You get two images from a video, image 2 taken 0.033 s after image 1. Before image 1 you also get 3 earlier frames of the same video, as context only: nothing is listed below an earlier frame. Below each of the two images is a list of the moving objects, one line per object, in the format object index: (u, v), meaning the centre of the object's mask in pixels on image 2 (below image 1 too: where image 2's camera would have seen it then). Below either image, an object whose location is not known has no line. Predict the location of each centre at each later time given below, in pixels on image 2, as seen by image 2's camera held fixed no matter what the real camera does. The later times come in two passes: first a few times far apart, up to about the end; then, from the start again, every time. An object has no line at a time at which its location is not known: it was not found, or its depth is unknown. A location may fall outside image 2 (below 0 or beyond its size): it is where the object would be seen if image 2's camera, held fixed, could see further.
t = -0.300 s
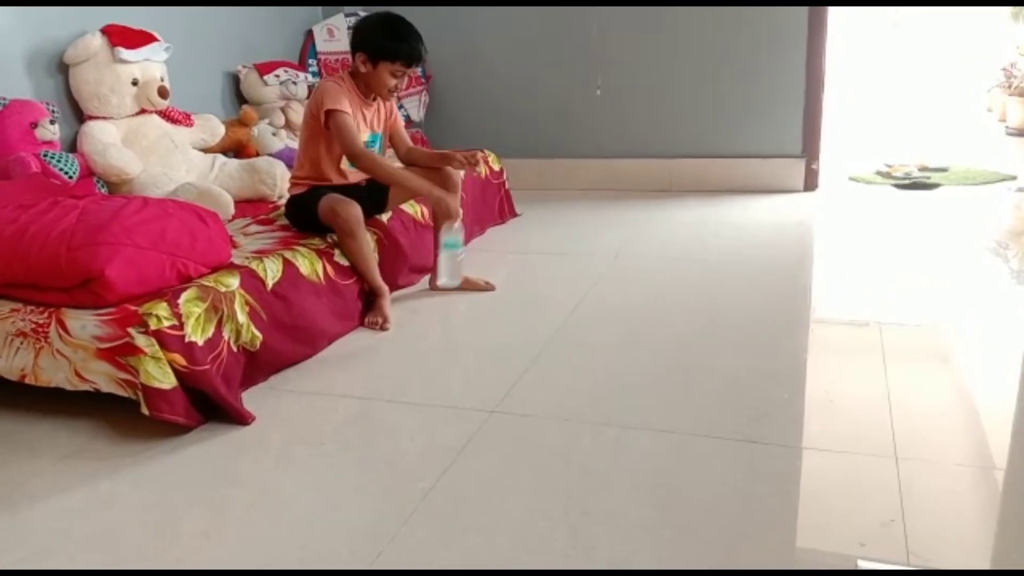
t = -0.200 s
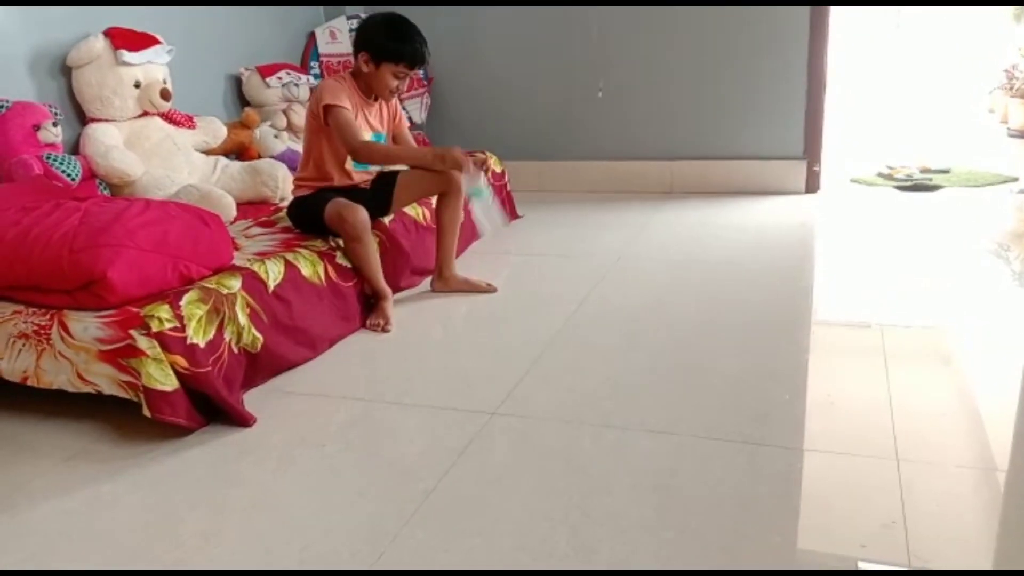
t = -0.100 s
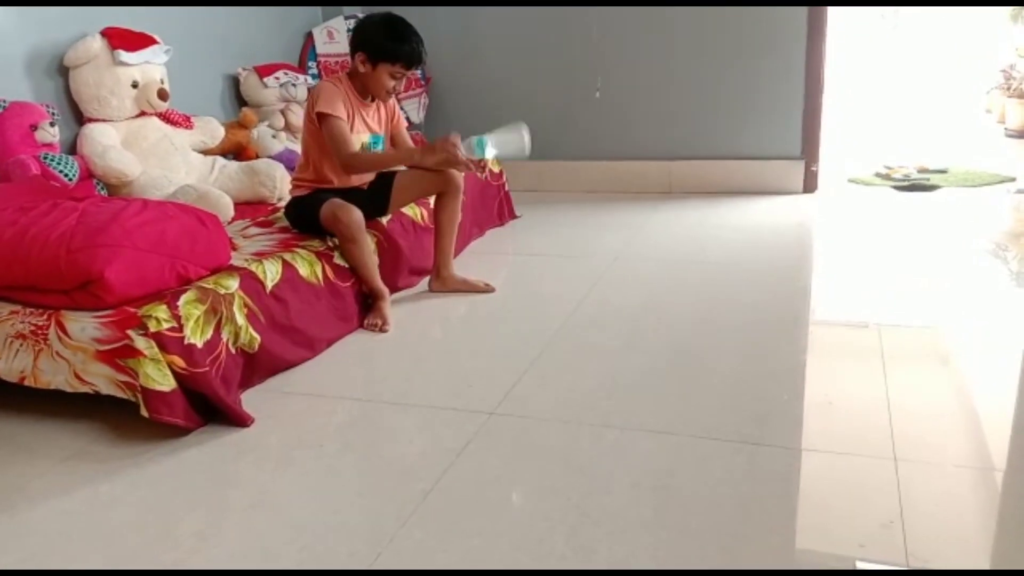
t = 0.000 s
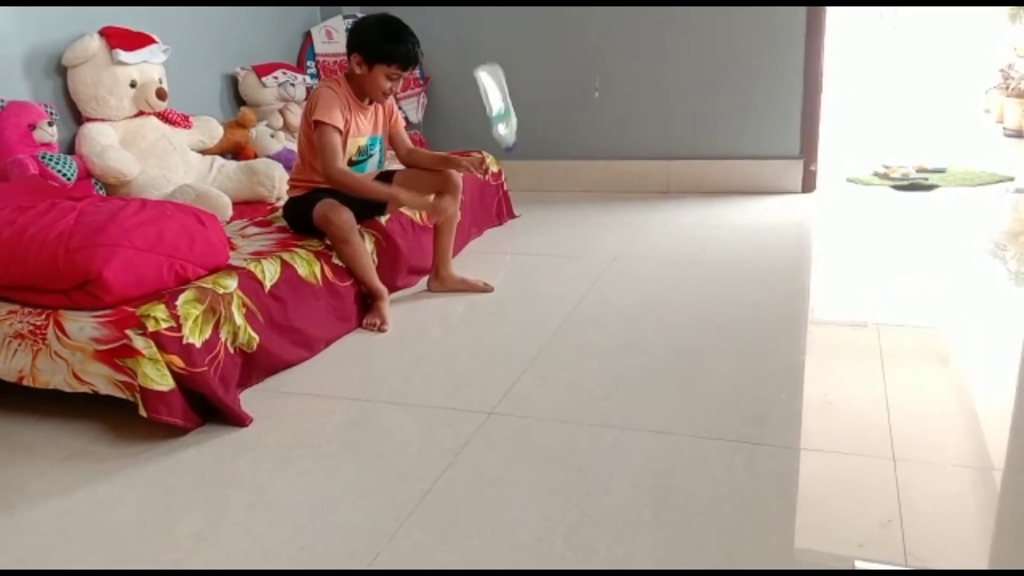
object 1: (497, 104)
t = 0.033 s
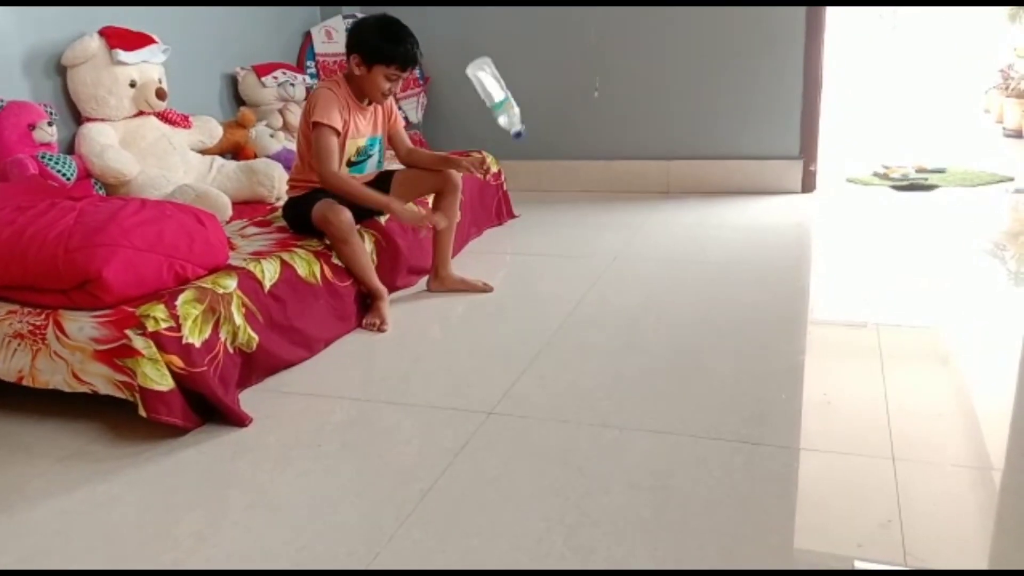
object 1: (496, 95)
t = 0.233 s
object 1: (493, 154)
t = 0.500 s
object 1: (497, 330)
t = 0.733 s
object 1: (491, 336)
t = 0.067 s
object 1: (494, 93)
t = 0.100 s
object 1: (493, 95)
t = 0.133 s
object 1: (492, 102)
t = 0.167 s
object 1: (492, 116)
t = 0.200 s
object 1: (492, 133)
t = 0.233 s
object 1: (493, 154)
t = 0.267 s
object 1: (493, 179)
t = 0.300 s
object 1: (493, 208)
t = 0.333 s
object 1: (491, 241)
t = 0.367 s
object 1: (493, 278)
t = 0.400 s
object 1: (496, 306)
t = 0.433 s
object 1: (498, 311)
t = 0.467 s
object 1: (498, 320)
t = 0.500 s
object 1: (497, 330)
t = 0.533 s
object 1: (498, 329)
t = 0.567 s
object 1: (498, 331)
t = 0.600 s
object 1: (497, 332)
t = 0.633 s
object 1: (495, 333)
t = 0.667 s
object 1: (494, 335)
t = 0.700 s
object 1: (493, 335)
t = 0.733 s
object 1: (491, 336)
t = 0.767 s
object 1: (489, 335)
